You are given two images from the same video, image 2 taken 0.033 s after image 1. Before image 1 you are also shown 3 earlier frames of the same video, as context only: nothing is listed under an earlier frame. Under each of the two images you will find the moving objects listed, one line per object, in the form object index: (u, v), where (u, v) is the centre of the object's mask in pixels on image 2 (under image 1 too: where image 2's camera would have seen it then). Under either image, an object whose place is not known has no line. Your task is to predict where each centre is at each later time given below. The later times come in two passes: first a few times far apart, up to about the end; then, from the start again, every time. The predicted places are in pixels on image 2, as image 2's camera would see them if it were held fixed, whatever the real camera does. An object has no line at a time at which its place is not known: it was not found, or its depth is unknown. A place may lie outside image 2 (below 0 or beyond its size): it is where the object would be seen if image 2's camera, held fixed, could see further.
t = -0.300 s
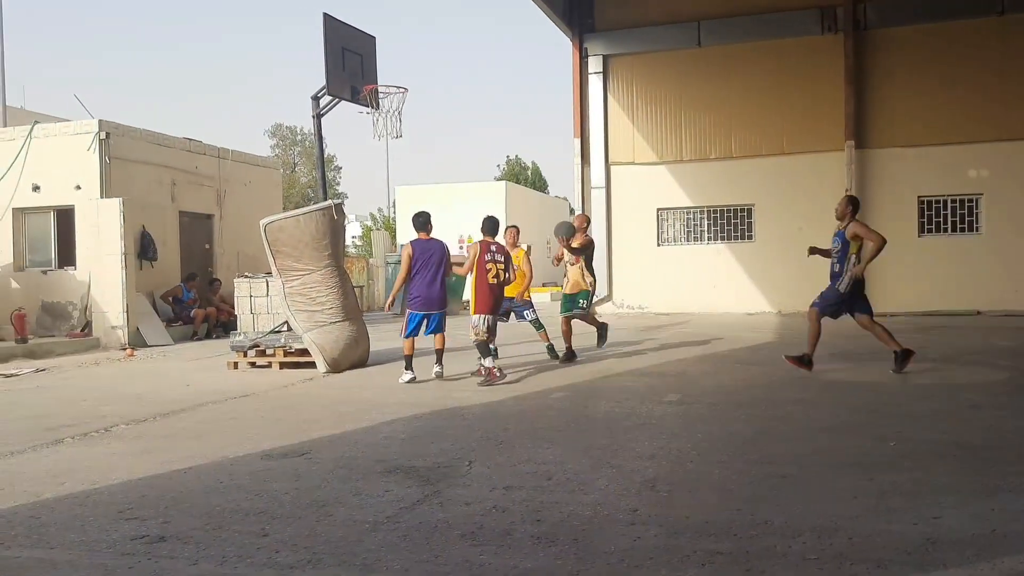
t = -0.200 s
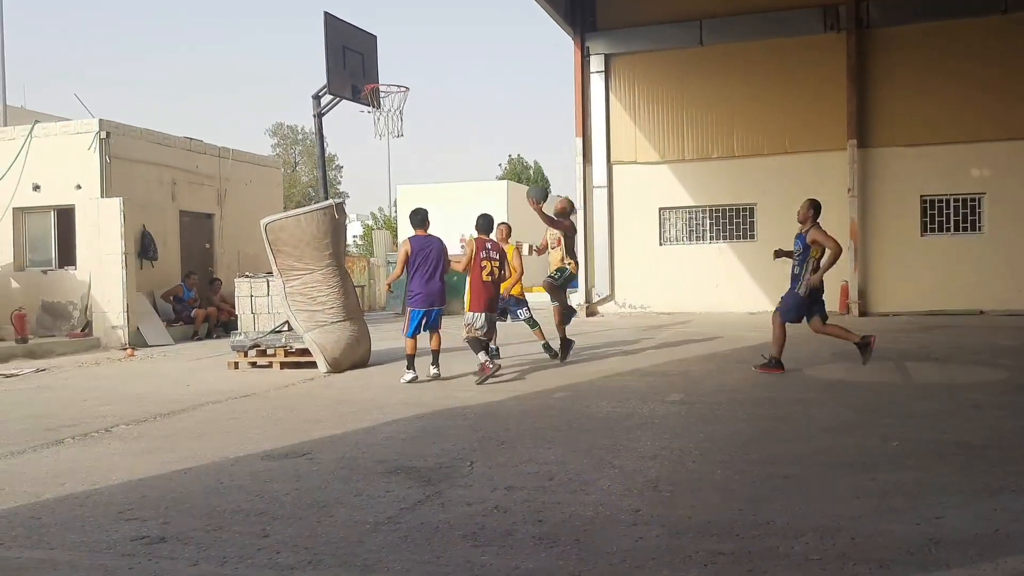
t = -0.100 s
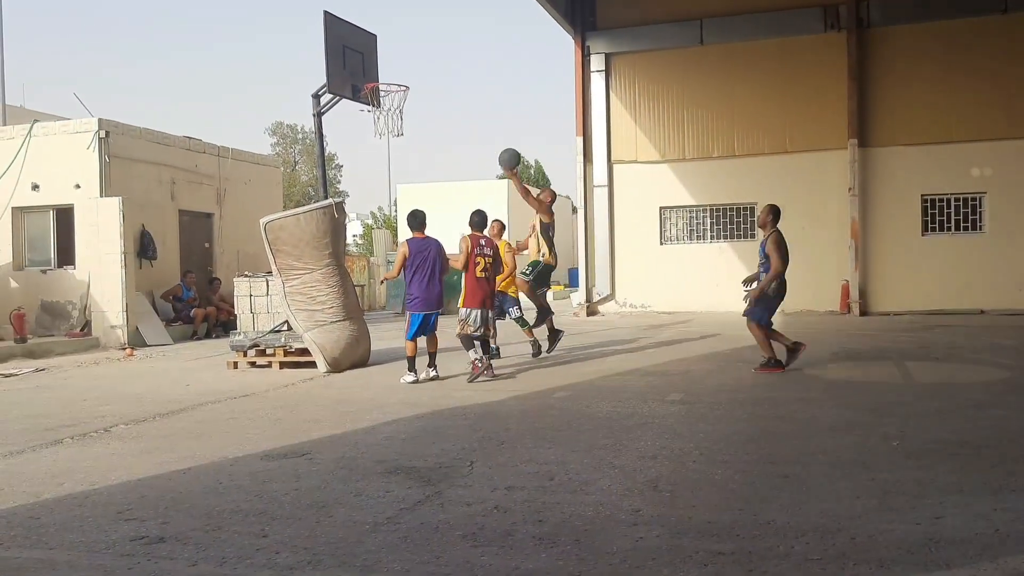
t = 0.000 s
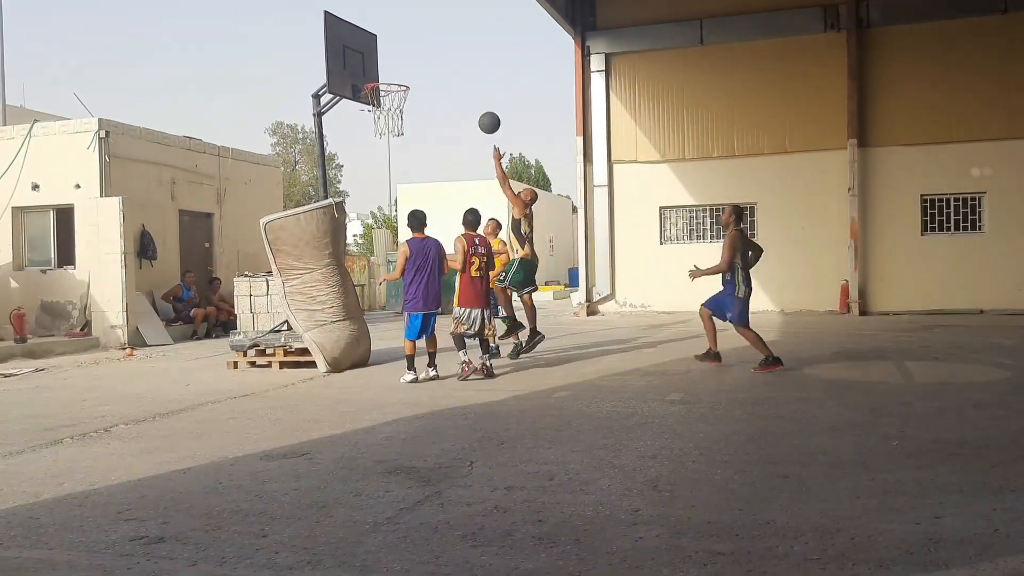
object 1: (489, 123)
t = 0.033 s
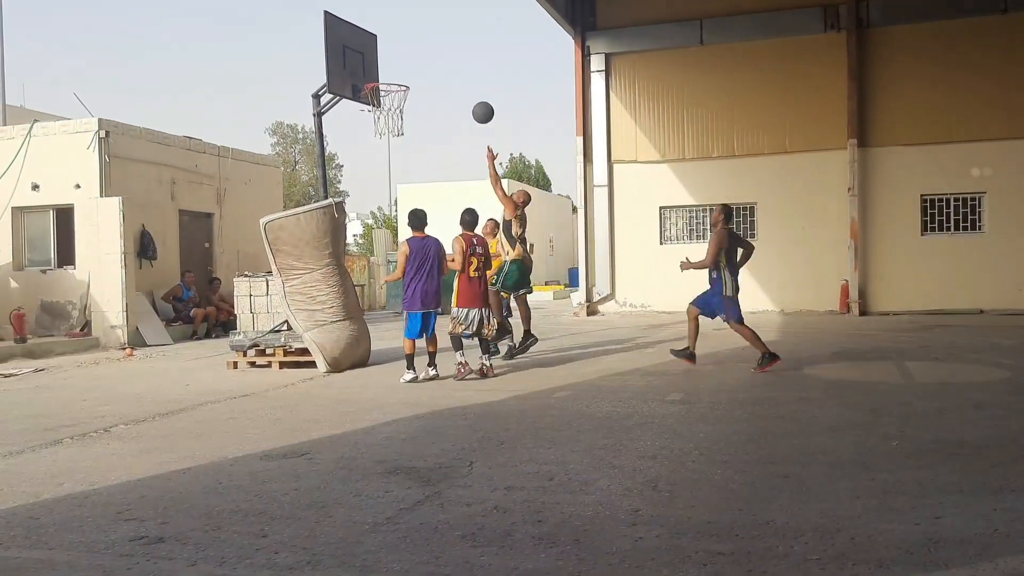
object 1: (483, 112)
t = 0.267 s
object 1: (439, 70)
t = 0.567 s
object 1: (389, 79)
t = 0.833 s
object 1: (380, 76)
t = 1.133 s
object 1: (389, 98)
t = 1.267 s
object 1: (393, 130)
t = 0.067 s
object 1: (477, 103)
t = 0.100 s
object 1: (470, 95)
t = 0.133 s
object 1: (464, 88)
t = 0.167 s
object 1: (458, 82)
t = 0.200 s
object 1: (452, 77)
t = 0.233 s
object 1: (446, 73)
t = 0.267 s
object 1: (439, 70)
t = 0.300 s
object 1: (433, 68)
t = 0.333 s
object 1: (428, 67)
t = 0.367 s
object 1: (422, 67)
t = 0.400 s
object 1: (416, 68)
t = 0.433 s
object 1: (410, 70)
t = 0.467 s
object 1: (405, 73)
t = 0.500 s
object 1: (399, 77)
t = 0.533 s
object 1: (394, 79)
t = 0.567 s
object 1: (389, 79)
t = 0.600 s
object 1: (385, 79)
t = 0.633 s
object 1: (382, 77)
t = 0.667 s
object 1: (380, 78)
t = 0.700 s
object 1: (375, 78)
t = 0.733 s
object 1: (378, 77)
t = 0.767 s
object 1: (378, 76)
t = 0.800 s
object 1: (379, 76)
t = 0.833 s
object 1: (380, 76)
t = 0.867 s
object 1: (380, 77)
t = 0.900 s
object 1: (381, 77)
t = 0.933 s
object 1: (382, 78)
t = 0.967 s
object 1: (383, 79)
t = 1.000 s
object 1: (384, 80)
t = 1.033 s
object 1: (385, 84)
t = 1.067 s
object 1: (385, 88)
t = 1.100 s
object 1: (387, 92)
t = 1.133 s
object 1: (389, 98)
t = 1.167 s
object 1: (389, 105)
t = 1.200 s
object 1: (391, 113)
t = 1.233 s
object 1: (392, 121)
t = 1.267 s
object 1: (393, 130)
